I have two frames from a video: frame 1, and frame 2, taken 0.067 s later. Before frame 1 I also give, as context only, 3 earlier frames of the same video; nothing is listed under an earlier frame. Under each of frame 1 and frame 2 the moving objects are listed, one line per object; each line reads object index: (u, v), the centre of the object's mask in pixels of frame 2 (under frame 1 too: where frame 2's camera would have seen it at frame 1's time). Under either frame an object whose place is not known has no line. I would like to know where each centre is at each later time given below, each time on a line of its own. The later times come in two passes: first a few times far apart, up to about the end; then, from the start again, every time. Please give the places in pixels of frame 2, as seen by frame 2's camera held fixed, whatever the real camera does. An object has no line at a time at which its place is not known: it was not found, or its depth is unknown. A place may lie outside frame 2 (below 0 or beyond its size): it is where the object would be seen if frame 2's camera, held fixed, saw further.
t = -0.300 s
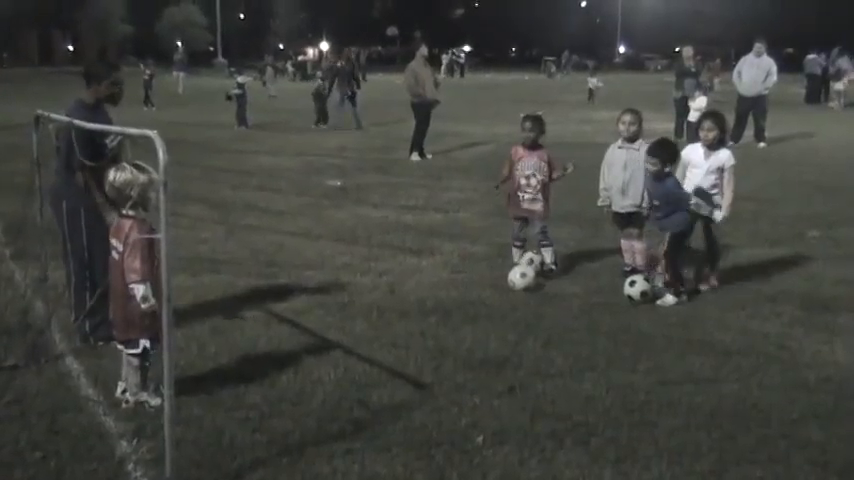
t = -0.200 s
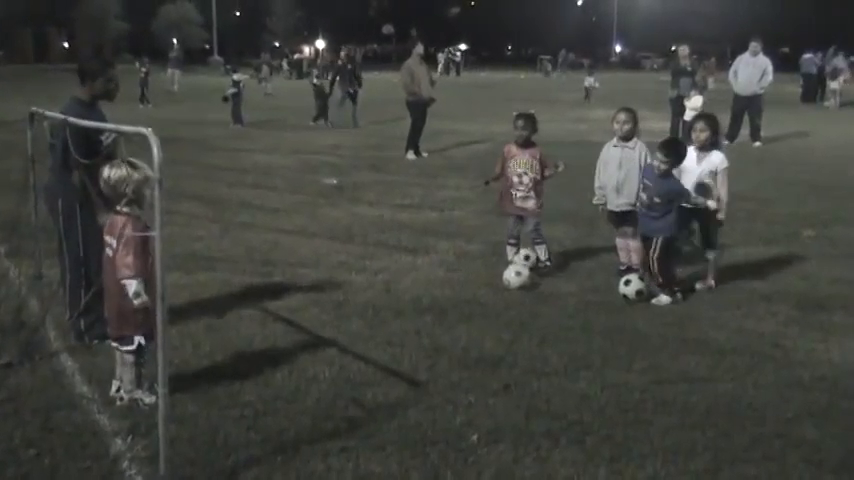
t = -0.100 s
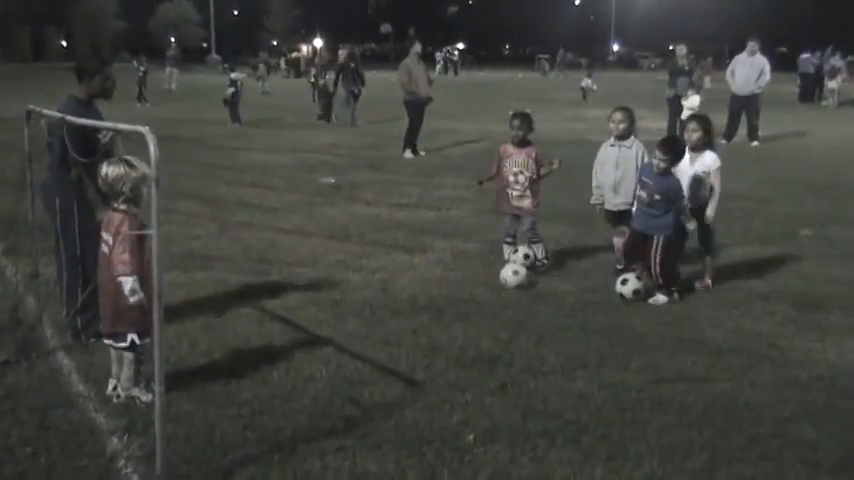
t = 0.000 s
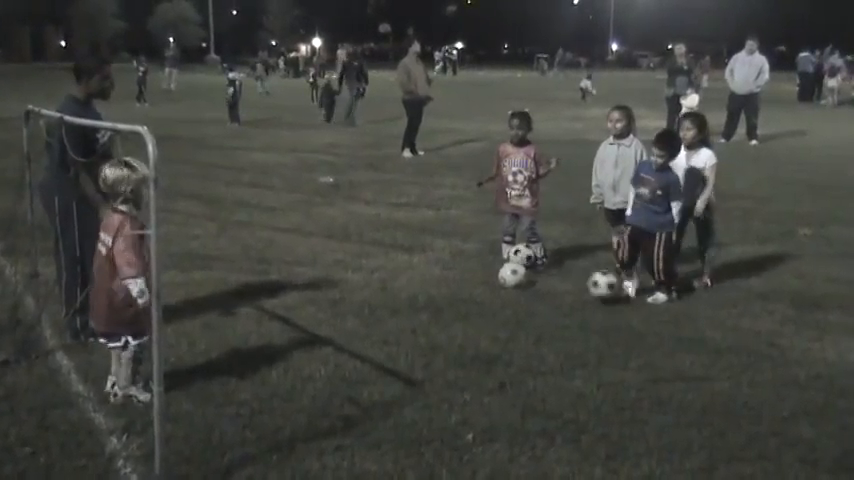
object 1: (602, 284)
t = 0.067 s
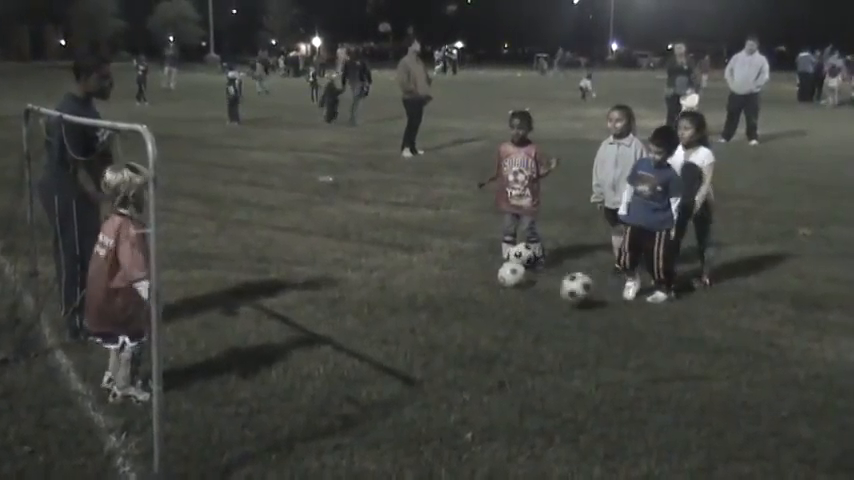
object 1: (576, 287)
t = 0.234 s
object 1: (509, 306)
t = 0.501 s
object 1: (431, 325)
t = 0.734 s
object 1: (381, 335)
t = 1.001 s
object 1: (331, 348)
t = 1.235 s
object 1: (295, 357)
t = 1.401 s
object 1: (275, 361)
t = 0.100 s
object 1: (562, 291)
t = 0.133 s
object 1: (548, 297)
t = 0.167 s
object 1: (533, 303)
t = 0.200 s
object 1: (521, 305)
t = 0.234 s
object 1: (509, 306)
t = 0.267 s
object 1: (498, 310)
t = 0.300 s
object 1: (486, 314)
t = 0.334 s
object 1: (475, 316)
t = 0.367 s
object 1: (467, 317)
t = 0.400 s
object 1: (456, 319)
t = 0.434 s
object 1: (447, 322)
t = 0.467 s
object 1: (438, 324)
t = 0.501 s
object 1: (431, 325)
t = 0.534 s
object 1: (423, 328)
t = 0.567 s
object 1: (416, 330)
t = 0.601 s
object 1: (409, 331)
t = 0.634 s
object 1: (402, 332)
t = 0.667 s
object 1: (395, 335)
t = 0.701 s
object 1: (388, 335)
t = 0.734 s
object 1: (381, 335)
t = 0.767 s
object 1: (374, 337)
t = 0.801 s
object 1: (368, 340)
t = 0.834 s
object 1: (362, 340)
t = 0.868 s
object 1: (354, 343)
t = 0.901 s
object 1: (348, 345)
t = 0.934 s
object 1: (342, 346)
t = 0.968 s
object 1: (336, 347)
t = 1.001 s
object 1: (331, 348)
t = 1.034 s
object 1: (325, 350)
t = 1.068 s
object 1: (320, 351)
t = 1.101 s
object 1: (315, 352)
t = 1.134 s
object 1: (310, 353)
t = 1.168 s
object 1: (304, 354)
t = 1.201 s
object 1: (300, 356)
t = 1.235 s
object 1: (295, 357)
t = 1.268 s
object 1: (291, 359)
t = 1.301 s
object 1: (286, 359)
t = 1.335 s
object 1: (281, 360)
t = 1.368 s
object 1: (278, 362)
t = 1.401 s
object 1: (275, 361)
